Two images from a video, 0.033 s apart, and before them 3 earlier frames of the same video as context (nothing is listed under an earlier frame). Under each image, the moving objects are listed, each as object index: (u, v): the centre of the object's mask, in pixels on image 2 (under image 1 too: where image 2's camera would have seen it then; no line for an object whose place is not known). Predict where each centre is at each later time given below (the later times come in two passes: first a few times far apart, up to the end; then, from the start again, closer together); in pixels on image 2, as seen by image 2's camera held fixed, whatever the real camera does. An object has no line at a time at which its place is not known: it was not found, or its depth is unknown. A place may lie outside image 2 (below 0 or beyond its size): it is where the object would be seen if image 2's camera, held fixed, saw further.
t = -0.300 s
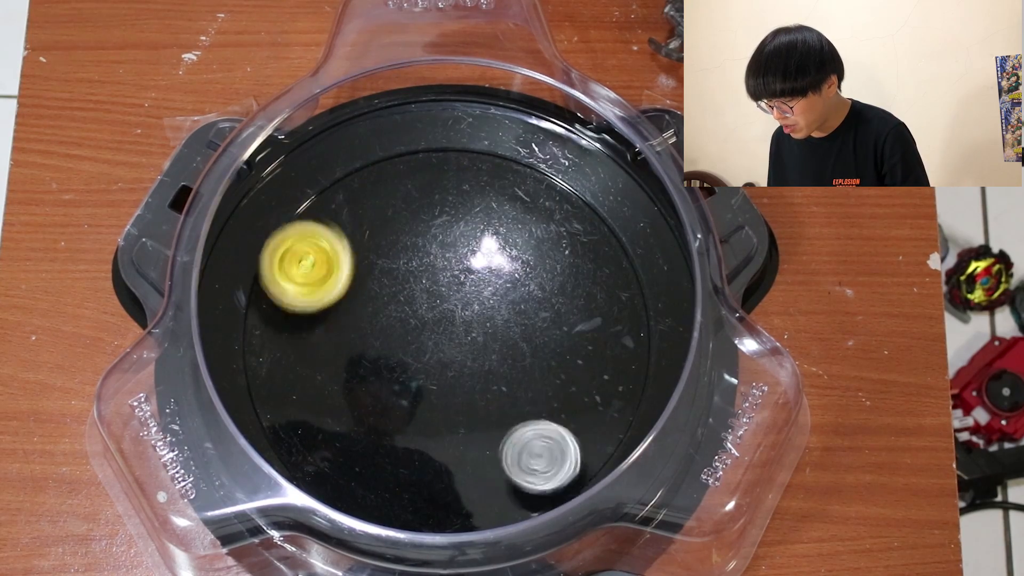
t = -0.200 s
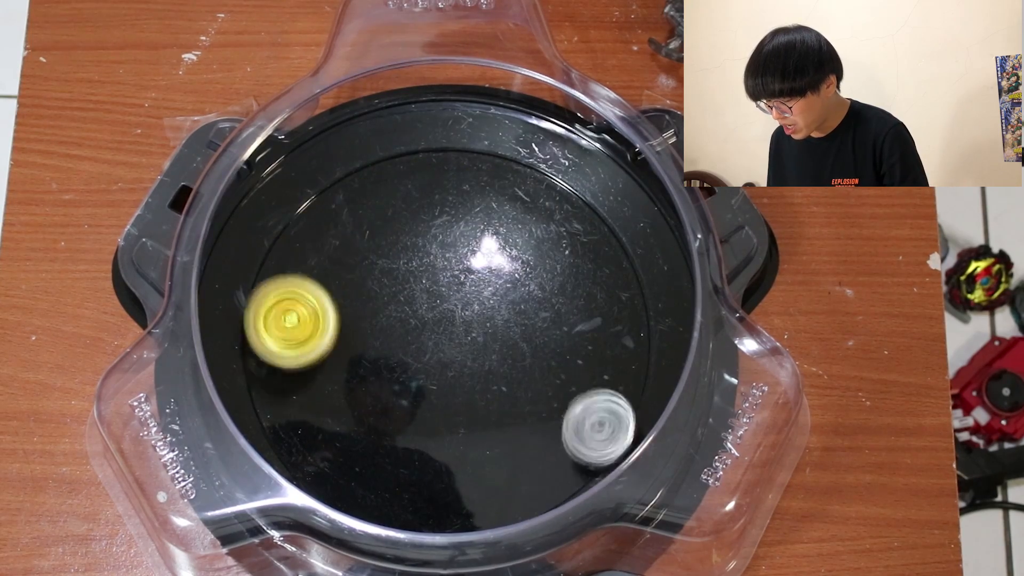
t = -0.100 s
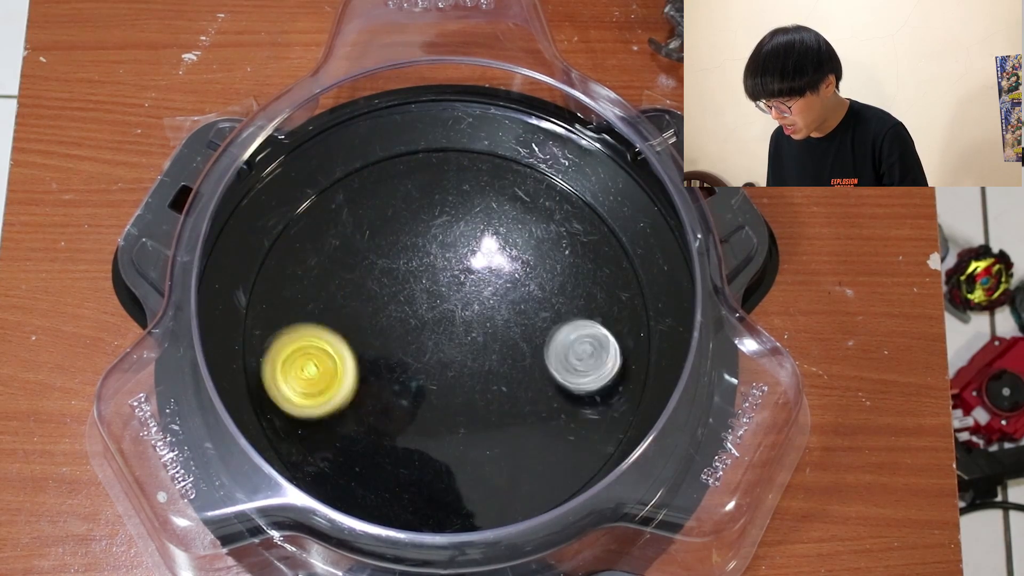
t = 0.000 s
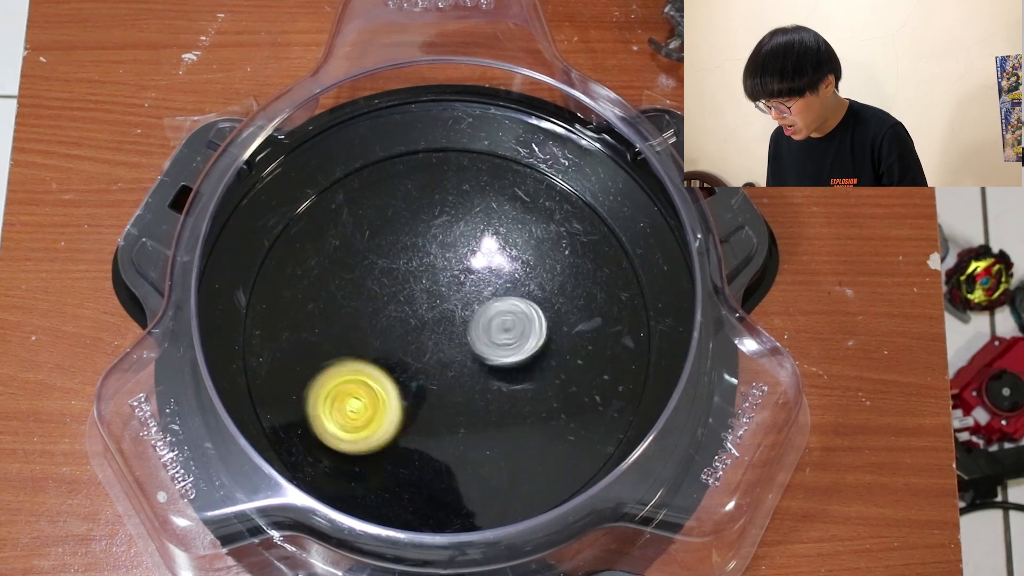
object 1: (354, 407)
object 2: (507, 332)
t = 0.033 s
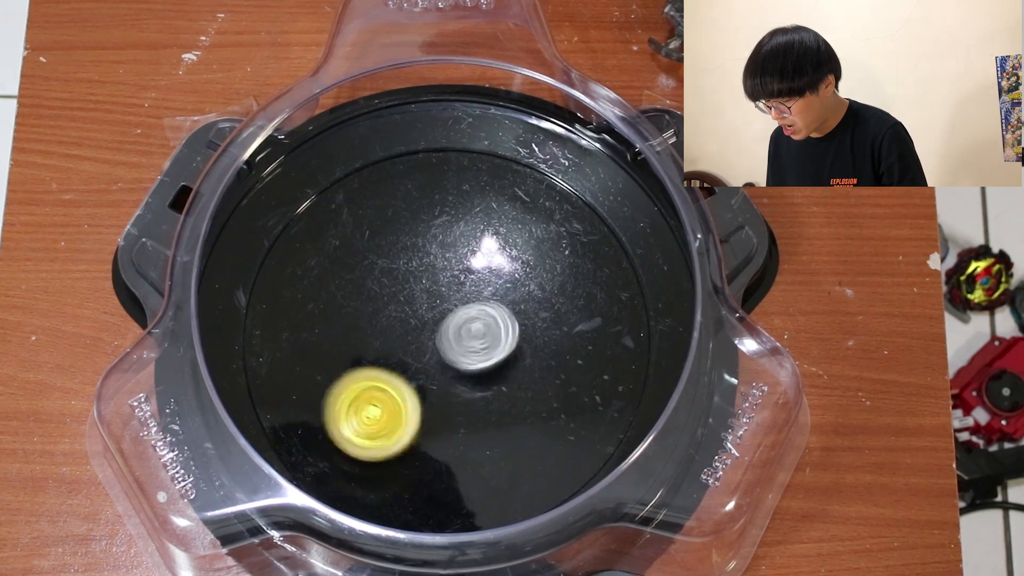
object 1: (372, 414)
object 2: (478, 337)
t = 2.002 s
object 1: (413, 435)
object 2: (407, 360)
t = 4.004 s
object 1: (612, 256)
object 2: (399, 293)
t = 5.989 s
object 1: (350, 314)
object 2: (435, 361)
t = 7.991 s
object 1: (379, 339)
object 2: (540, 381)
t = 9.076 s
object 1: (423, 383)
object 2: (486, 340)
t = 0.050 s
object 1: (381, 416)
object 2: (463, 342)
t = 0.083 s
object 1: (400, 421)
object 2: (437, 353)
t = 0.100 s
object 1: (400, 433)
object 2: (437, 344)
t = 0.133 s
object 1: (396, 461)
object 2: (451, 310)
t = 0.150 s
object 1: (396, 473)
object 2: (456, 295)
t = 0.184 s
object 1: (398, 486)
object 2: (459, 268)
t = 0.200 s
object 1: (400, 490)
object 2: (456, 256)
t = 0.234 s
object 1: (405, 493)
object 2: (445, 237)
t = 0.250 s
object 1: (409, 494)
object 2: (437, 229)
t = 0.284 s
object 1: (419, 493)
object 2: (416, 220)
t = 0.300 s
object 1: (425, 492)
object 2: (404, 218)
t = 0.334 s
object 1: (439, 488)
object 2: (378, 221)
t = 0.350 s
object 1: (445, 485)
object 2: (365, 226)
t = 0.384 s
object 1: (458, 477)
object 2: (341, 244)
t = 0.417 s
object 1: (470, 469)
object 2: (324, 268)
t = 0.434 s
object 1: (477, 464)
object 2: (319, 283)
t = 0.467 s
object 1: (489, 455)
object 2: (316, 316)
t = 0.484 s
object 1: (495, 450)
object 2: (320, 332)
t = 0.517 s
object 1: (506, 439)
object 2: (337, 362)
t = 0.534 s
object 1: (510, 432)
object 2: (348, 375)
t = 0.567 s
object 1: (516, 418)
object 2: (374, 394)
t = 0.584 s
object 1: (518, 410)
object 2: (390, 402)
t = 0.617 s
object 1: (520, 395)
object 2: (421, 410)
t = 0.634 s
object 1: (520, 387)
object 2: (437, 411)
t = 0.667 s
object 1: (535, 370)
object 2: (438, 408)
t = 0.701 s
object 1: (552, 352)
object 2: (434, 404)
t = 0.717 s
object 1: (558, 343)
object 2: (436, 402)
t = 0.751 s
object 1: (565, 327)
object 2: (441, 396)
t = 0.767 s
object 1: (566, 320)
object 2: (445, 392)
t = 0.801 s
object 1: (566, 307)
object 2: (451, 381)
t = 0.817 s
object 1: (565, 300)
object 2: (453, 375)
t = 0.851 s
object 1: (562, 288)
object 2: (454, 363)
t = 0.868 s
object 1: (561, 282)
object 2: (454, 357)
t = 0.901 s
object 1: (557, 271)
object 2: (452, 344)
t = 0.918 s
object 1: (554, 266)
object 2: (450, 337)
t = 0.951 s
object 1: (548, 255)
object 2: (444, 325)
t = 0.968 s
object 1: (545, 250)
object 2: (440, 320)
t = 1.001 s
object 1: (539, 241)
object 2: (429, 312)
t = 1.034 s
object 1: (531, 232)
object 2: (416, 305)
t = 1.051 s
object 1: (527, 228)
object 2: (408, 303)
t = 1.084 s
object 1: (518, 219)
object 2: (391, 301)
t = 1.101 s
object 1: (512, 215)
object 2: (383, 302)
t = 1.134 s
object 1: (502, 209)
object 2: (369, 307)
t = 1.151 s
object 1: (496, 206)
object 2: (363, 312)
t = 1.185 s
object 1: (484, 202)
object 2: (356, 323)
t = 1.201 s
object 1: (477, 202)
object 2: (353, 329)
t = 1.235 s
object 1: (464, 202)
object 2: (353, 343)
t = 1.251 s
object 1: (457, 203)
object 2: (355, 350)
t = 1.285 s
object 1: (444, 207)
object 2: (364, 362)
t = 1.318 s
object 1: (431, 213)
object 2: (380, 373)
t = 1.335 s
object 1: (425, 216)
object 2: (389, 375)
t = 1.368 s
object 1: (414, 225)
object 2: (409, 378)
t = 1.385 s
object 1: (409, 230)
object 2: (418, 377)
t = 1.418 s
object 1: (399, 241)
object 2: (437, 371)
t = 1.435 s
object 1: (394, 247)
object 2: (445, 366)
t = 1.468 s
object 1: (387, 260)
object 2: (457, 353)
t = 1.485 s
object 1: (384, 266)
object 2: (463, 345)
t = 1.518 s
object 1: (378, 278)
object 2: (471, 328)
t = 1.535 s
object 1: (376, 285)
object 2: (474, 318)
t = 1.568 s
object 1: (373, 297)
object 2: (476, 302)
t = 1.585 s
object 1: (371, 303)
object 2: (474, 294)
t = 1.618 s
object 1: (369, 316)
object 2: (468, 277)
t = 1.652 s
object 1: (367, 329)
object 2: (456, 263)
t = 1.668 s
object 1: (368, 335)
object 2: (449, 258)
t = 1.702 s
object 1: (368, 347)
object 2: (433, 251)
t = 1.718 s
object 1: (368, 353)
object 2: (425, 249)
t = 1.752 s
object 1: (370, 364)
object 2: (409, 251)
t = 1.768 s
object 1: (371, 369)
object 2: (402, 254)
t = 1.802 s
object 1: (374, 380)
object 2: (388, 263)
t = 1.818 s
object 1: (376, 386)
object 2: (381, 269)
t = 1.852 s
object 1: (380, 397)
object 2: (373, 286)
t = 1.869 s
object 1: (382, 402)
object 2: (370, 295)
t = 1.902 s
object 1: (388, 412)
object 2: (371, 313)
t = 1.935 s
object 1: (395, 420)
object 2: (377, 331)
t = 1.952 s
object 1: (398, 424)
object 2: (383, 339)
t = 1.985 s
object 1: (407, 432)
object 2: (398, 354)
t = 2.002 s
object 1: (413, 435)
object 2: (407, 360)
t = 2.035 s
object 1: (425, 439)
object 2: (428, 366)
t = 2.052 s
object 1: (431, 440)
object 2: (439, 368)
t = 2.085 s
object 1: (443, 439)
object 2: (465, 369)
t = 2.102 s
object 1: (449, 438)
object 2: (476, 368)
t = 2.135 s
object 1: (462, 433)
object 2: (497, 363)
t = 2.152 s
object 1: (468, 430)
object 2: (505, 358)
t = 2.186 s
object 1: (479, 421)
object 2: (522, 345)
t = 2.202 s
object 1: (484, 416)
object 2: (530, 336)
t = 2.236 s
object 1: (492, 405)
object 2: (541, 318)
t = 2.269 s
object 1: (498, 393)
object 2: (545, 300)
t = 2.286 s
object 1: (500, 387)
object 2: (544, 290)
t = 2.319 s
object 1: (504, 374)
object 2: (540, 274)
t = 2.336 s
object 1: (505, 368)
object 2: (536, 267)
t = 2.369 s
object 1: (506, 355)
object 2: (523, 251)
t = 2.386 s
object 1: (506, 349)
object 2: (514, 244)
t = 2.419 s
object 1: (505, 337)
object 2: (491, 233)
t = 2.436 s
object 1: (505, 331)
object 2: (478, 231)
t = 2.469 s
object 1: (502, 319)
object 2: (454, 233)
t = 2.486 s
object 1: (500, 314)
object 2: (442, 235)
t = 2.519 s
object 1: (497, 304)
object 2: (421, 247)
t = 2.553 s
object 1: (493, 293)
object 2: (403, 263)
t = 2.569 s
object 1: (490, 287)
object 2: (396, 272)
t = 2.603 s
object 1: (484, 277)
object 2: (384, 295)
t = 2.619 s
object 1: (482, 271)
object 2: (381, 308)
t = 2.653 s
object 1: (476, 262)
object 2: (379, 335)
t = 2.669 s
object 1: (473, 258)
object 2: (381, 348)
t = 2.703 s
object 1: (466, 250)
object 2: (391, 374)
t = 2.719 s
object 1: (461, 246)
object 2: (399, 385)
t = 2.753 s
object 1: (453, 241)
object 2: (418, 405)
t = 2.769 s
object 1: (449, 238)
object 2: (429, 413)
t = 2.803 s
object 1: (438, 234)
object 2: (453, 424)
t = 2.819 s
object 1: (434, 234)
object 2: (466, 428)
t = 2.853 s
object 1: (422, 233)
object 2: (492, 429)
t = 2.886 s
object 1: (412, 234)
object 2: (517, 424)
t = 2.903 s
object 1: (406, 237)
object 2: (530, 418)
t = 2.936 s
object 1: (396, 243)
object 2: (550, 402)
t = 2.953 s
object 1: (391, 248)
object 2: (558, 391)
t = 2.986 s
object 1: (385, 258)
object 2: (569, 368)
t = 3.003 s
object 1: (383, 264)
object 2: (571, 355)
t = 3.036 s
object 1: (380, 276)
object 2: (569, 330)
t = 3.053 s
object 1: (379, 284)
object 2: (564, 318)
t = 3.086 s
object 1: (380, 297)
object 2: (549, 297)
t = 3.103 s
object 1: (381, 304)
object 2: (541, 288)
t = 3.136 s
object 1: (385, 316)
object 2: (519, 274)
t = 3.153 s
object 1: (387, 321)
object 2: (506, 268)
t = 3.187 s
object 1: (392, 333)
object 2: (479, 260)
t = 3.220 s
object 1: (399, 344)
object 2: (450, 260)
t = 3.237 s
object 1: (403, 349)
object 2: (436, 263)
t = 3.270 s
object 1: (410, 357)
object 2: (409, 272)
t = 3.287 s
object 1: (414, 362)
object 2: (397, 279)
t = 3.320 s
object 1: (422, 370)
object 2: (377, 297)
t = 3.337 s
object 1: (426, 375)
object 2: (369, 308)
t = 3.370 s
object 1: (436, 381)
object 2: (356, 330)
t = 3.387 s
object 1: (440, 384)
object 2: (353, 343)
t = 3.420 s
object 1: (449, 390)
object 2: (351, 368)
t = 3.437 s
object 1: (455, 392)
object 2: (353, 381)
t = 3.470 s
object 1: (465, 396)
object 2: (361, 404)
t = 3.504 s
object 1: (475, 399)
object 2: (377, 425)
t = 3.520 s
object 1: (480, 400)
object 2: (386, 433)
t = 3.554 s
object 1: (491, 401)
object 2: (409, 446)
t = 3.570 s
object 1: (497, 401)
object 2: (422, 450)
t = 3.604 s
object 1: (513, 396)
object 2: (444, 450)
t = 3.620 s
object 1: (526, 393)
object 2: (449, 448)
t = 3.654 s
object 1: (553, 385)
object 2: (459, 445)
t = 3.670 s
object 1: (564, 375)
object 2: (465, 445)
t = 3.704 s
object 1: (584, 362)
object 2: (473, 435)
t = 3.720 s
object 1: (594, 356)
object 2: (478, 429)
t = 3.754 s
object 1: (607, 339)
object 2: (483, 411)
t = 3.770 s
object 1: (612, 331)
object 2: (484, 401)
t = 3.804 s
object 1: (619, 315)
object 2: (484, 382)
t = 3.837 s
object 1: (622, 304)
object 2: (477, 362)
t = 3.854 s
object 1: (623, 298)
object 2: (473, 353)
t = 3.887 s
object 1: (623, 288)
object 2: (461, 335)
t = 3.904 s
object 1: (623, 285)
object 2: (454, 327)
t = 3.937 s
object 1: (621, 275)
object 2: (439, 312)
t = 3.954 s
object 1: (619, 271)
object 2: (430, 305)
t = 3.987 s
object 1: (615, 261)
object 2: (409, 296)
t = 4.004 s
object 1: (612, 256)
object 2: (399, 293)
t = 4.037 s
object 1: (604, 249)
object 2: (377, 292)
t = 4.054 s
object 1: (599, 246)
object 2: (366, 293)
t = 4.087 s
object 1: (587, 243)
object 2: (346, 299)
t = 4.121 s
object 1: (576, 240)
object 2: (330, 310)
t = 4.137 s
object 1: (569, 239)
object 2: (323, 317)
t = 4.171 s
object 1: (559, 238)
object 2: (317, 336)
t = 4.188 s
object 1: (553, 237)
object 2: (317, 346)
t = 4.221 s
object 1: (542, 238)
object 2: (325, 364)
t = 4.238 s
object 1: (537, 238)
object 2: (331, 371)
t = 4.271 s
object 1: (523, 240)
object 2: (347, 383)
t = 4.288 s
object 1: (517, 241)
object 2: (357, 388)
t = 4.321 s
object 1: (504, 242)
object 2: (378, 391)
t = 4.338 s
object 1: (498, 244)
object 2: (389, 390)
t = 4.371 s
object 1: (486, 245)
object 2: (409, 386)
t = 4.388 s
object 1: (479, 246)
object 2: (418, 383)
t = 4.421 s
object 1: (469, 247)
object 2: (437, 373)
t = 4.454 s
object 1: (457, 248)
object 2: (454, 358)
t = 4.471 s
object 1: (452, 248)
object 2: (461, 349)
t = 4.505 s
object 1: (442, 249)
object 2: (472, 328)
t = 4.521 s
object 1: (437, 248)
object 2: (476, 322)
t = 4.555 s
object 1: (423, 233)
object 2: (491, 329)
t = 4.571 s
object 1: (416, 226)
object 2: (499, 330)
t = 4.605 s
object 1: (404, 216)
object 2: (512, 329)
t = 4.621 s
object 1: (398, 212)
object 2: (518, 327)
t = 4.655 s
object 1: (389, 208)
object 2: (525, 320)
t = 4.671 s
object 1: (385, 207)
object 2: (527, 317)
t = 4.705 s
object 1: (379, 204)
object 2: (528, 312)
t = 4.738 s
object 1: (374, 203)
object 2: (527, 308)
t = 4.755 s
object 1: (372, 202)
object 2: (525, 306)
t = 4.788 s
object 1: (368, 202)
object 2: (522, 304)
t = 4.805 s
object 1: (367, 201)
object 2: (519, 304)
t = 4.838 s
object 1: (365, 202)
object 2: (513, 303)
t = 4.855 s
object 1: (364, 202)
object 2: (510, 304)
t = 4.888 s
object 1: (363, 204)
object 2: (503, 306)
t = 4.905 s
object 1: (363, 204)
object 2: (499, 309)
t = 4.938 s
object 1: (365, 207)
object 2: (492, 314)
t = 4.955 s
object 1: (365, 207)
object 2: (488, 317)
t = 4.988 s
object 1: (369, 208)
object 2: (482, 324)
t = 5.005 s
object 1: (371, 207)
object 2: (479, 328)
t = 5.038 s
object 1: (378, 207)
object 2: (473, 335)
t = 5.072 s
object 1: (387, 208)
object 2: (469, 344)
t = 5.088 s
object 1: (392, 210)
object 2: (467, 348)
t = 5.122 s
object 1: (401, 215)
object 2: (463, 358)
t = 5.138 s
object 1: (405, 218)
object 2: (463, 363)
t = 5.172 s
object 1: (413, 225)
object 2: (463, 372)
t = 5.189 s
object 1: (418, 230)
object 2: (463, 376)
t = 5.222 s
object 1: (423, 238)
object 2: (467, 384)
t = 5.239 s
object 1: (427, 242)
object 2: (468, 386)
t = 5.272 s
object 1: (431, 250)
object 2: (472, 390)
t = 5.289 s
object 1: (433, 255)
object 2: (474, 390)
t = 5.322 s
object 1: (436, 263)
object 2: (476, 391)
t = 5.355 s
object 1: (438, 271)
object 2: (478, 390)
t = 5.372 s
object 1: (439, 275)
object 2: (479, 389)
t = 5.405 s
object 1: (440, 283)
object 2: (479, 387)
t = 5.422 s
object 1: (440, 286)
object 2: (480, 385)
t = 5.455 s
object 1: (440, 293)
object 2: (478, 381)
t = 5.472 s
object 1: (439, 297)
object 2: (478, 379)
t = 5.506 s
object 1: (438, 302)
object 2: (475, 376)
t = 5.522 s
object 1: (436, 301)
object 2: (475, 379)
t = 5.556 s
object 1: (432, 298)
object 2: (477, 386)
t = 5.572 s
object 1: (431, 299)
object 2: (477, 387)
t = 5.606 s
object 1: (427, 301)
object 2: (477, 388)
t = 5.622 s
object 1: (426, 304)
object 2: (477, 388)
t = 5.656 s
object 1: (420, 308)
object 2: (476, 388)
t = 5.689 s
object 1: (413, 311)
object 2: (475, 386)
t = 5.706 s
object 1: (410, 313)
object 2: (474, 386)
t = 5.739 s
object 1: (403, 315)
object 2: (471, 383)
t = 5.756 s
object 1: (401, 316)
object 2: (470, 382)
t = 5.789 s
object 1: (393, 318)
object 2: (466, 379)
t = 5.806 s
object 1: (390, 318)
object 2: (465, 377)
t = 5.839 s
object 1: (382, 319)
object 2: (460, 374)
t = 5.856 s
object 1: (379, 319)
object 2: (458, 372)
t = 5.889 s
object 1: (372, 318)
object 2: (453, 369)
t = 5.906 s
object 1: (367, 318)
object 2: (450, 368)
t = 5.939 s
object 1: (361, 316)
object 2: (444, 364)
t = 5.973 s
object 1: (354, 315)
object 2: (438, 362)
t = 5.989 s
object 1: (350, 314)
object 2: (435, 361)
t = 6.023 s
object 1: (343, 312)
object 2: (428, 359)
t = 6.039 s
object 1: (339, 311)
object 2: (425, 357)
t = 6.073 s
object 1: (332, 308)
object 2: (419, 356)
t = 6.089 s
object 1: (329, 309)
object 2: (416, 355)
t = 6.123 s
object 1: (325, 308)
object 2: (411, 354)
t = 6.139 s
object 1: (325, 309)
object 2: (409, 354)
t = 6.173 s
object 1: (326, 311)
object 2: (405, 353)
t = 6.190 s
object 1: (327, 312)
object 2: (403, 354)
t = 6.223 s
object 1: (328, 309)
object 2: (403, 356)
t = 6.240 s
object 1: (331, 303)
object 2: (405, 357)
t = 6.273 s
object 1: (327, 296)
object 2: (411, 364)
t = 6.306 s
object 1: (331, 292)
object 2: (414, 370)
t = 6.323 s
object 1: (331, 290)
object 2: (416, 372)
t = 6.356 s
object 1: (335, 289)
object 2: (418, 373)
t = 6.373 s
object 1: (337, 288)
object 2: (420, 374)
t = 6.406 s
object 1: (342, 287)
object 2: (422, 375)
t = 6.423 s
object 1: (342, 285)
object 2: (424, 375)
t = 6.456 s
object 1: (349, 283)
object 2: (427, 374)
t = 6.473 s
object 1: (353, 283)
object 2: (429, 374)
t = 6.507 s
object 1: (360, 284)
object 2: (432, 371)
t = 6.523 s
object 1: (363, 285)
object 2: (434, 370)
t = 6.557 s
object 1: (368, 287)
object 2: (437, 365)
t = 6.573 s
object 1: (371, 289)
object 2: (438, 363)
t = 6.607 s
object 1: (376, 294)
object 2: (439, 357)
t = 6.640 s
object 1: (380, 297)
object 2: (442, 354)
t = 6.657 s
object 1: (379, 294)
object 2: (446, 355)
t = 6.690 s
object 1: (383, 294)
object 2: (454, 357)
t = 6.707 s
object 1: (385, 295)
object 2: (458, 356)
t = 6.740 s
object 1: (392, 300)
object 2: (464, 355)
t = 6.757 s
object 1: (393, 304)
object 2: (467, 354)
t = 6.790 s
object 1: (394, 310)
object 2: (473, 351)
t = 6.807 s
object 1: (395, 313)
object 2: (474, 349)
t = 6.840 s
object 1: (396, 317)
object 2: (478, 345)
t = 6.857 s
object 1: (396, 318)
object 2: (479, 342)
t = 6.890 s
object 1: (397, 323)
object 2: (481, 337)
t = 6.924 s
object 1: (398, 328)
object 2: (480, 332)
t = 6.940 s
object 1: (398, 331)
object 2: (480, 329)
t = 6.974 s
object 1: (395, 334)
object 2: (480, 325)
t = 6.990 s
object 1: (395, 334)
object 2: (480, 322)
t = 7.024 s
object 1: (395, 336)
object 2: (478, 319)
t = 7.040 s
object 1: (395, 338)
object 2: (477, 317)
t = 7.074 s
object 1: (394, 341)
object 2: (473, 314)
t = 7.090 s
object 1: (393, 342)
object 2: (470, 313)
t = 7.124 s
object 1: (391, 345)
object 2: (465, 312)
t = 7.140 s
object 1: (388, 347)
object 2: (462, 312)
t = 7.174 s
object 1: (379, 349)
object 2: (463, 312)
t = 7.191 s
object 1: (375, 350)
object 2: (464, 311)
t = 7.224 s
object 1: (370, 352)
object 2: (465, 310)
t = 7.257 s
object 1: (366, 351)
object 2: (464, 310)
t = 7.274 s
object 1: (365, 351)
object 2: (464, 310)
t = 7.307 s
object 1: (364, 350)
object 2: (462, 310)
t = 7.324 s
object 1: (363, 349)
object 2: (462, 311)
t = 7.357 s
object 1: (362, 347)
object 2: (460, 312)
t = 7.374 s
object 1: (363, 346)
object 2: (460, 312)
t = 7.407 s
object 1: (362, 343)
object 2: (458, 315)
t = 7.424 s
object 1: (362, 341)
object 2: (457, 316)
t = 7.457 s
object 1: (365, 338)
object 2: (456, 319)
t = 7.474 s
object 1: (368, 336)
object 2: (455, 321)
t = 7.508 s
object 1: (372, 336)
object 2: (454, 325)
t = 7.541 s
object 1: (370, 335)
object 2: (456, 330)
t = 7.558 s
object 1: (363, 327)
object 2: (465, 336)
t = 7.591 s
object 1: (352, 325)
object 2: (483, 351)
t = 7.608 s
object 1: (344, 323)
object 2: (490, 359)
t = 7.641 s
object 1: (338, 311)
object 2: (500, 369)
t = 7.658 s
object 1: (337, 313)
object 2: (505, 375)
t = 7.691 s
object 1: (329, 310)
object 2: (512, 383)
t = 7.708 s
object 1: (329, 306)
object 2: (516, 386)
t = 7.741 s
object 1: (336, 305)
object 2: (525, 393)
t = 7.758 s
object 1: (339, 305)
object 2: (528, 396)
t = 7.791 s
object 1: (348, 310)
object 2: (536, 399)
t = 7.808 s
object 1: (351, 313)
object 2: (540, 401)
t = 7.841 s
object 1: (358, 319)
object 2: (547, 402)
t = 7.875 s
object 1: (362, 324)
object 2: (552, 399)
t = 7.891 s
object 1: (364, 327)
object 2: (553, 397)
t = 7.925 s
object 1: (368, 330)
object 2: (551, 391)
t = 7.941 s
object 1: (371, 332)
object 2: (550, 389)
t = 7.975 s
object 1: (375, 337)
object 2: (544, 384)
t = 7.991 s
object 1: (379, 339)
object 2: (540, 381)
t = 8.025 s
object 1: (385, 345)
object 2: (531, 377)
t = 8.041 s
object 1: (388, 348)
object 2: (526, 374)
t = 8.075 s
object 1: (393, 353)
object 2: (514, 372)
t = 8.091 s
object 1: (397, 355)
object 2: (508, 369)
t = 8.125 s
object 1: (400, 362)
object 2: (498, 367)
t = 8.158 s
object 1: (405, 366)
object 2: (487, 366)
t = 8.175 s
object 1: (401, 367)
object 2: (489, 365)
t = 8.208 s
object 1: (390, 370)
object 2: (500, 364)
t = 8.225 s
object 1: (384, 370)
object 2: (503, 362)
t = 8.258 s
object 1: (380, 371)
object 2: (507, 355)
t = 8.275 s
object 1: (378, 372)
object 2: (508, 352)
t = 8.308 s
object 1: (376, 372)
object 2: (509, 347)
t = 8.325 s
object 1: (377, 371)
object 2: (509, 344)
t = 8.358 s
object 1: (378, 371)
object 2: (507, 337)
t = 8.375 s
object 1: (379, 370)
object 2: (505, 334)
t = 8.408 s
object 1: (386, 367)
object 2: (500, 329)
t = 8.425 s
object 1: (389, 367)
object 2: (496, 326)
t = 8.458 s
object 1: (394, 365)
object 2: (488, 323)
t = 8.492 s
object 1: (401, 365)
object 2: (479, 321)
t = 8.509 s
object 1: (403, 365)
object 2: (475, 320)
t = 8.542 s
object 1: (402, 364)
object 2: (473, 317)
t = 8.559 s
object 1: (400, 364)
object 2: (476, 315)
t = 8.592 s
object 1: (398, 366)
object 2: (477, 312)
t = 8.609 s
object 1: (398, 366)
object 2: (476, 310)
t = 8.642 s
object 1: (397, 366)
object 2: (475, 307)
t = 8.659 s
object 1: (397, 365)
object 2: (474, 307)
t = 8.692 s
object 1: (399, 363)
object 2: (472, 306)
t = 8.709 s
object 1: (400, 361)
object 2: (470, 305)
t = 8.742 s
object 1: (403, 359)
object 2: (468, 305)
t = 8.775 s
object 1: (406, 357)
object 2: (464, 305)
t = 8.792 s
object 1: (407, 357)
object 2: (463, 306)
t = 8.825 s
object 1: (407, 360)
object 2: (463, 308)
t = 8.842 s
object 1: (407, 363)
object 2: (463, 309)
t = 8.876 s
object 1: (408, 368)
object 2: (465, 315)
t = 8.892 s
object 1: (410, 371)
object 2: (466, 317)
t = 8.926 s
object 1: (413, 375)
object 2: (469, 322)
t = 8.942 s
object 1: (415, 376)
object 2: (470, 324)
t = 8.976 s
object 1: (418, 380)
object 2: (474, 329)
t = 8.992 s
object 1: (420, 381)
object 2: (475, 330)
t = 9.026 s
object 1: (422, 383)
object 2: (480, 335)
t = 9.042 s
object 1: (422, 383)
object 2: (482, 336)
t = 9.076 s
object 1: (423, 383)
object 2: (486, 340)
